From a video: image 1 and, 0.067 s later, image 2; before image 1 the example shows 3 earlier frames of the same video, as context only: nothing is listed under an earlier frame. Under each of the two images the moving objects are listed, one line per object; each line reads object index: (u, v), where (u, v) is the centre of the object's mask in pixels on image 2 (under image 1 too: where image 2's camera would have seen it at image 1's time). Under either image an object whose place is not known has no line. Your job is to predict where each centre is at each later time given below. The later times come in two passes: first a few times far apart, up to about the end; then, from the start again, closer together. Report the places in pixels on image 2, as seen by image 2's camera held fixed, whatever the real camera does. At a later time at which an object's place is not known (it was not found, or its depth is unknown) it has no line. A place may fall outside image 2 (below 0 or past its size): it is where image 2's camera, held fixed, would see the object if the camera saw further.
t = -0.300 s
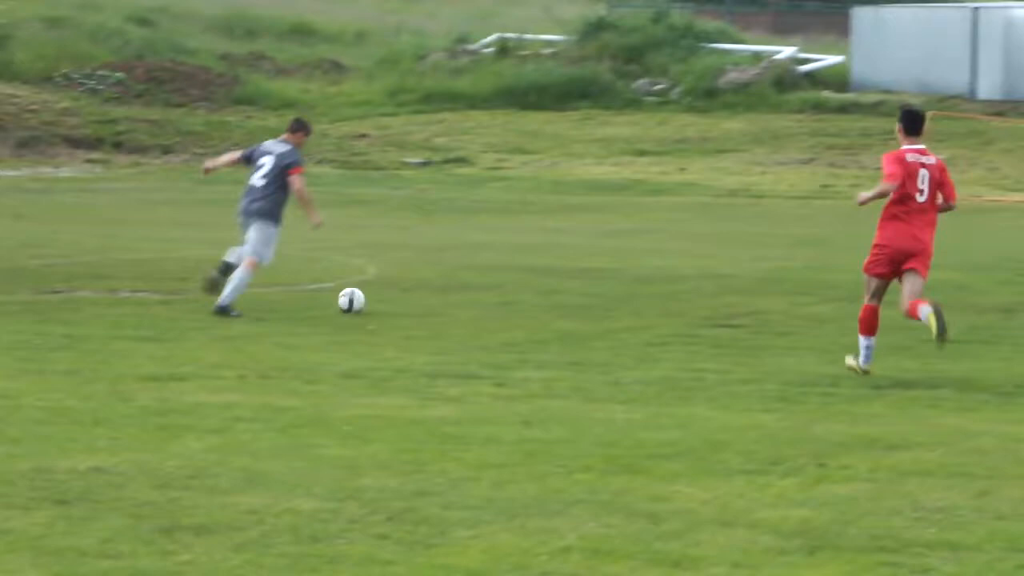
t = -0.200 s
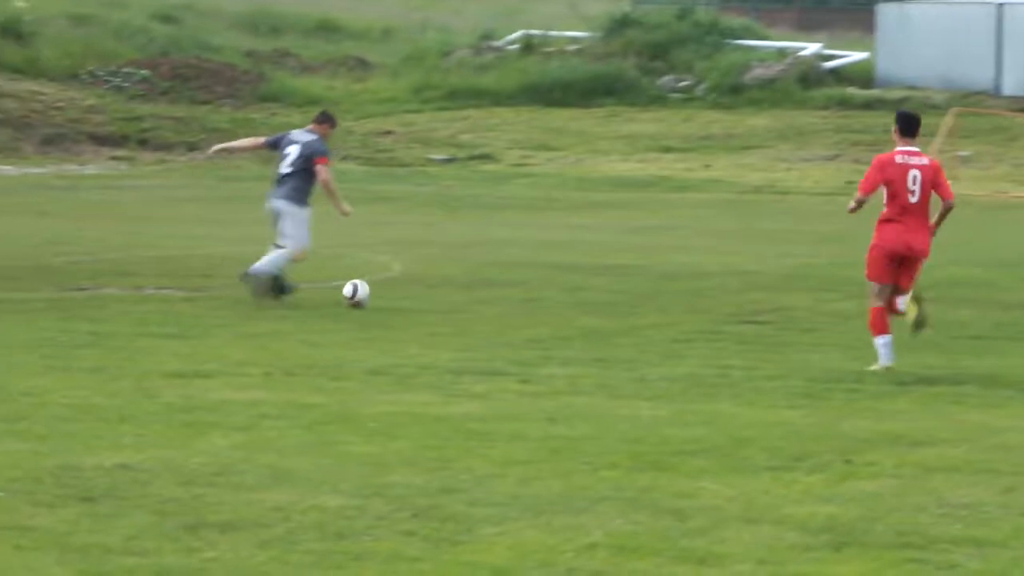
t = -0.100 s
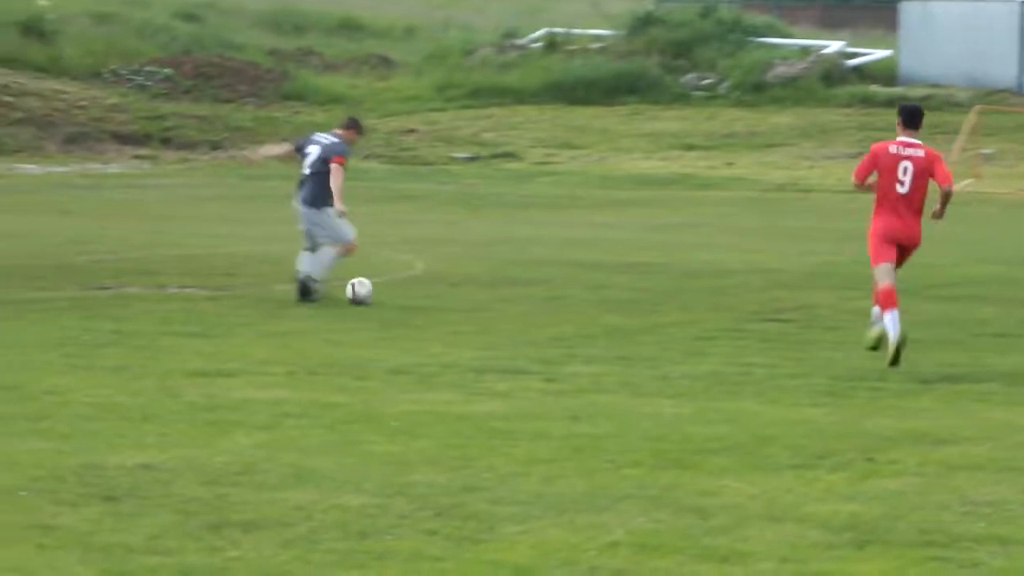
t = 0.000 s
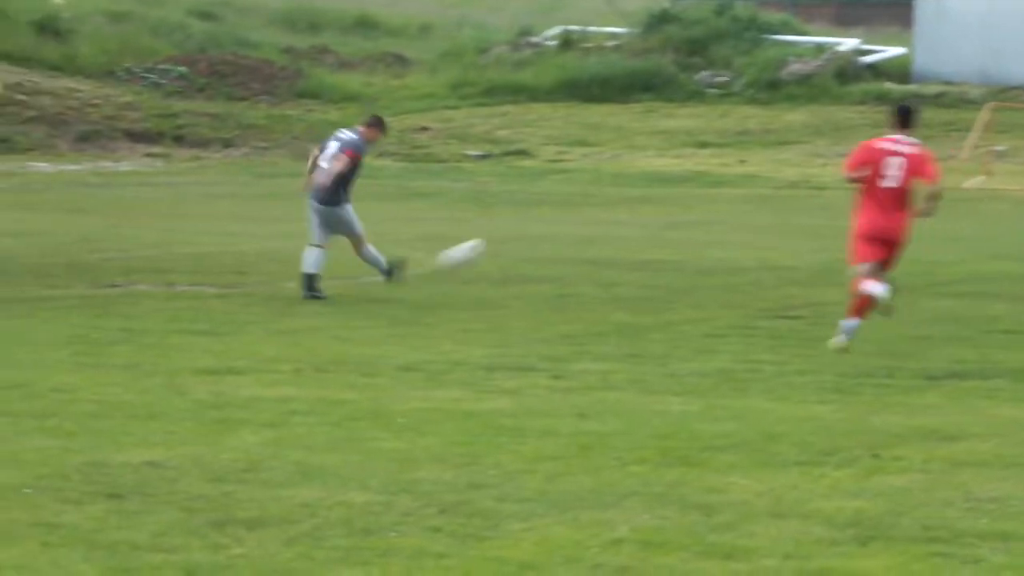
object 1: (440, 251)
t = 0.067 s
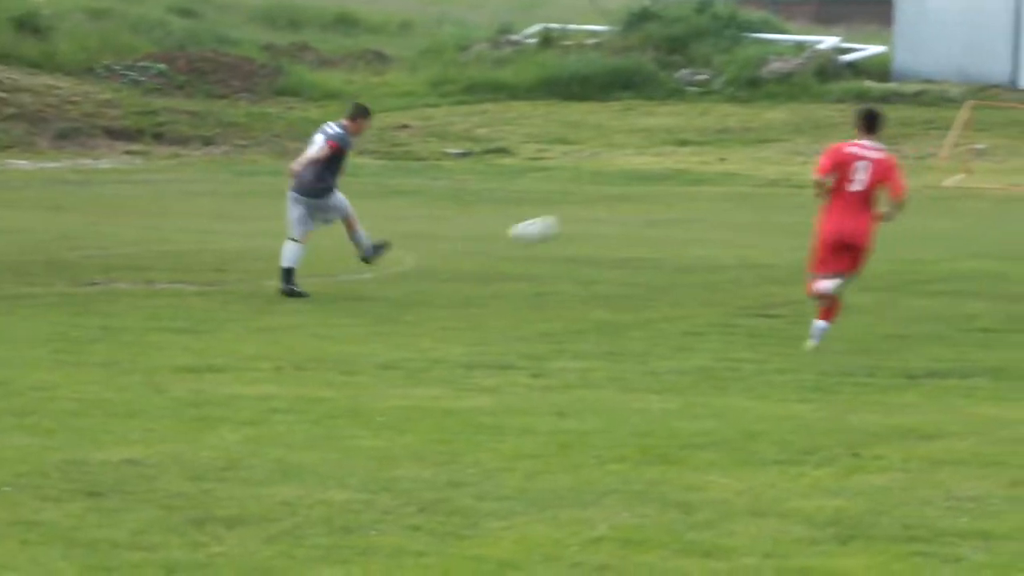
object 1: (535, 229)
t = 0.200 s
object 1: (704, 197)
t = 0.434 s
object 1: (965, 183)
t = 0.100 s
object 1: (576, 221)
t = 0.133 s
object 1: (619, 210)
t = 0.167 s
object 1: (661, 204)
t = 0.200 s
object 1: (704, 197)
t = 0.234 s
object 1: (743, 192)
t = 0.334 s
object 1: (869, 183)
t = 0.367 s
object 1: (895, 181)
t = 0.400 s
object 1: (930, 183)
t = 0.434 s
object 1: (965, 183)
